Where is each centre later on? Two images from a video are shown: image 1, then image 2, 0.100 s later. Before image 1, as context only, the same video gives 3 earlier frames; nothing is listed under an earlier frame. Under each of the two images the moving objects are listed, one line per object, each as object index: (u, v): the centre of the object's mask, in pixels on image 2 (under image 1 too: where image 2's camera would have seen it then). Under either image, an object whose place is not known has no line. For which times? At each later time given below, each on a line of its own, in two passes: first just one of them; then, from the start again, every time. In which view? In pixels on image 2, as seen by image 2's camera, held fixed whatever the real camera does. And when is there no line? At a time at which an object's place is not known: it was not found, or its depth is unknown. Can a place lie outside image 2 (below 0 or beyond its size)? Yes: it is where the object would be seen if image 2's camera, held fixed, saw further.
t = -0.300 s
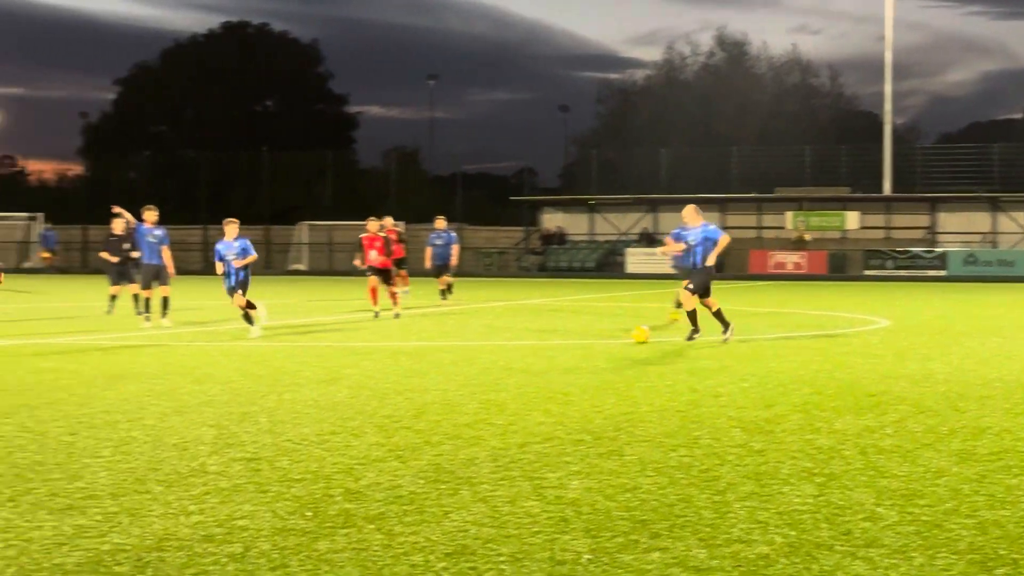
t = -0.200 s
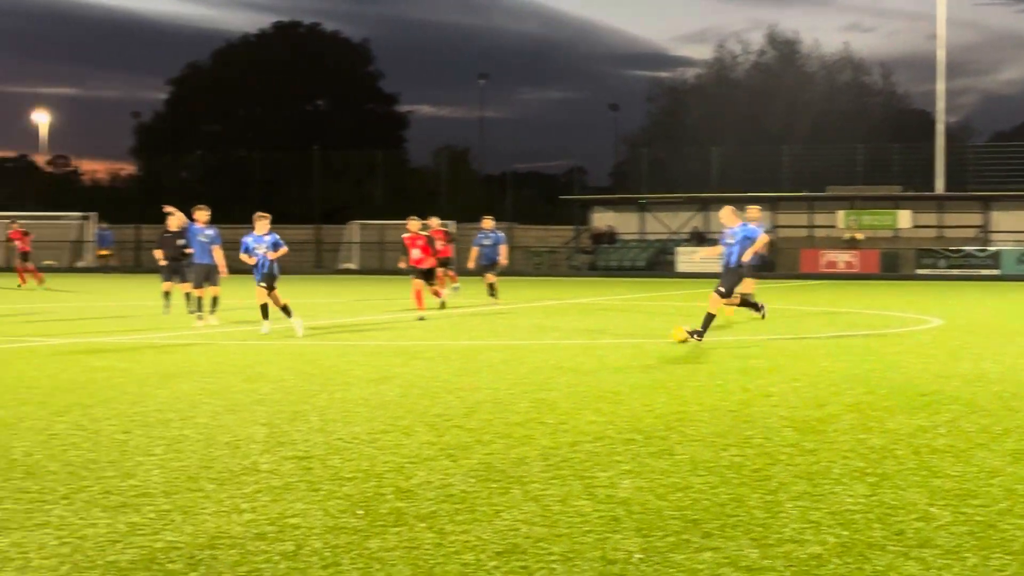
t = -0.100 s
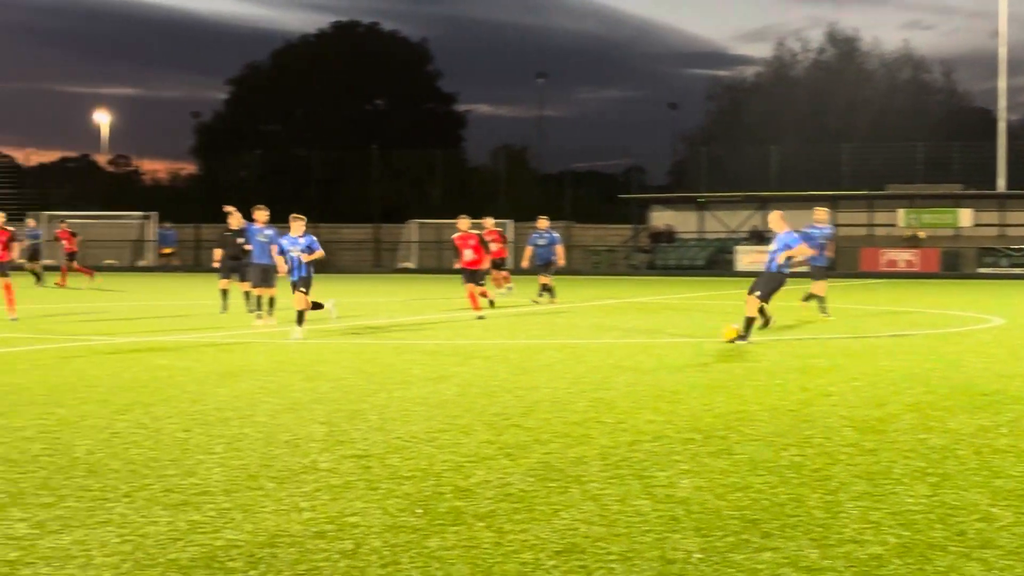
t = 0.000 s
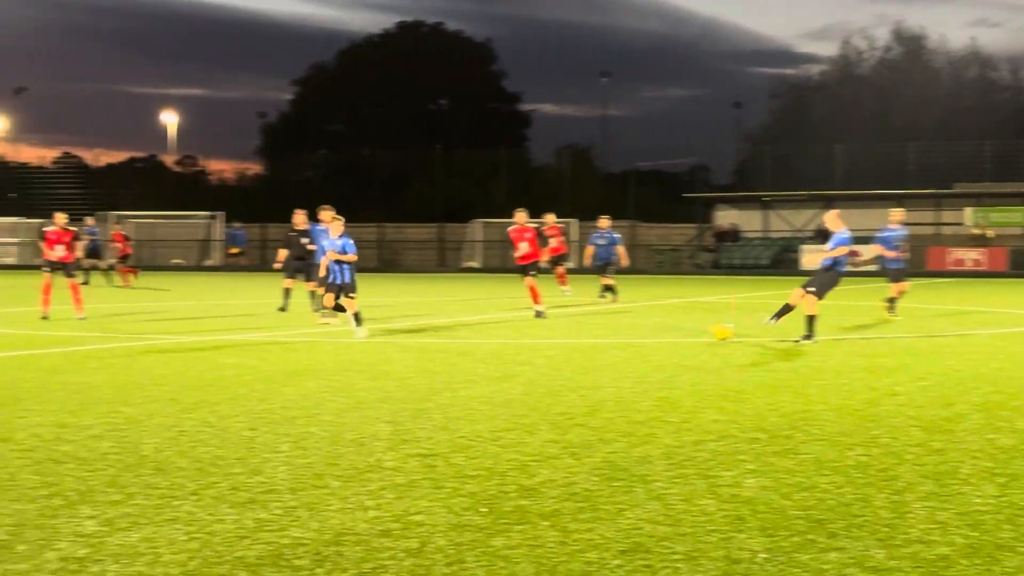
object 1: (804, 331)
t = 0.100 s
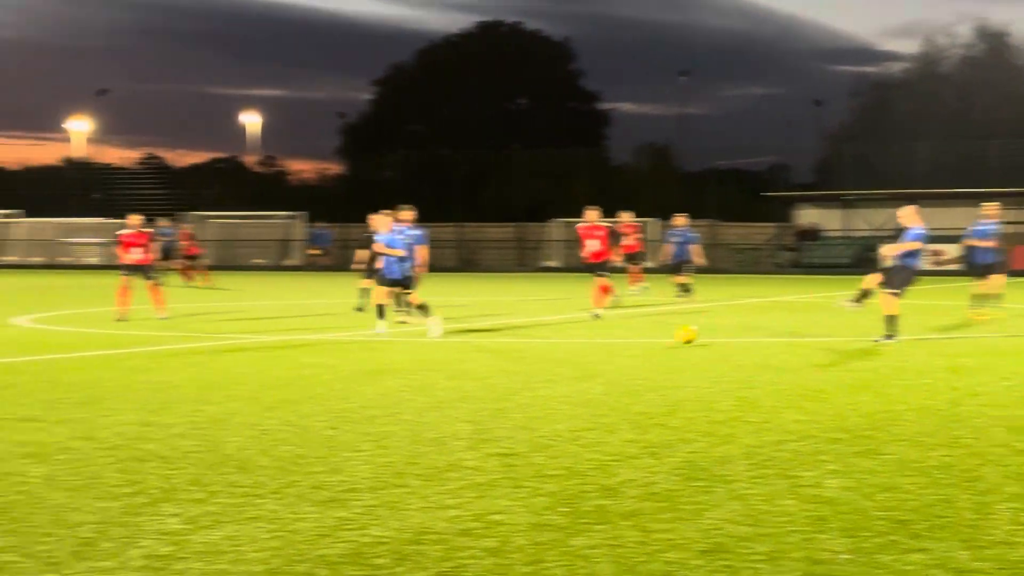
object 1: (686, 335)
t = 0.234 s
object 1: (539, 338)
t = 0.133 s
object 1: (647, 338)
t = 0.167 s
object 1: (610, 339)
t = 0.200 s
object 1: (574, 337)
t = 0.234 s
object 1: (539, 338)
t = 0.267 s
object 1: (502, 337)
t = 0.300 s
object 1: (466, 339)
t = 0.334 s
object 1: (430, 344)
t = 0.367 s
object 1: (391, 346)
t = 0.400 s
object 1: (355, 345)
